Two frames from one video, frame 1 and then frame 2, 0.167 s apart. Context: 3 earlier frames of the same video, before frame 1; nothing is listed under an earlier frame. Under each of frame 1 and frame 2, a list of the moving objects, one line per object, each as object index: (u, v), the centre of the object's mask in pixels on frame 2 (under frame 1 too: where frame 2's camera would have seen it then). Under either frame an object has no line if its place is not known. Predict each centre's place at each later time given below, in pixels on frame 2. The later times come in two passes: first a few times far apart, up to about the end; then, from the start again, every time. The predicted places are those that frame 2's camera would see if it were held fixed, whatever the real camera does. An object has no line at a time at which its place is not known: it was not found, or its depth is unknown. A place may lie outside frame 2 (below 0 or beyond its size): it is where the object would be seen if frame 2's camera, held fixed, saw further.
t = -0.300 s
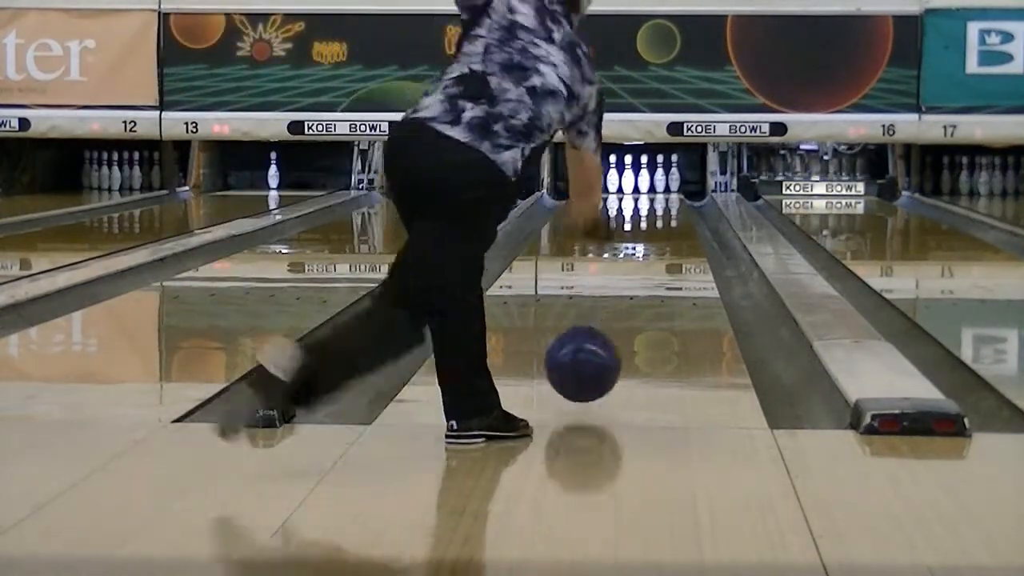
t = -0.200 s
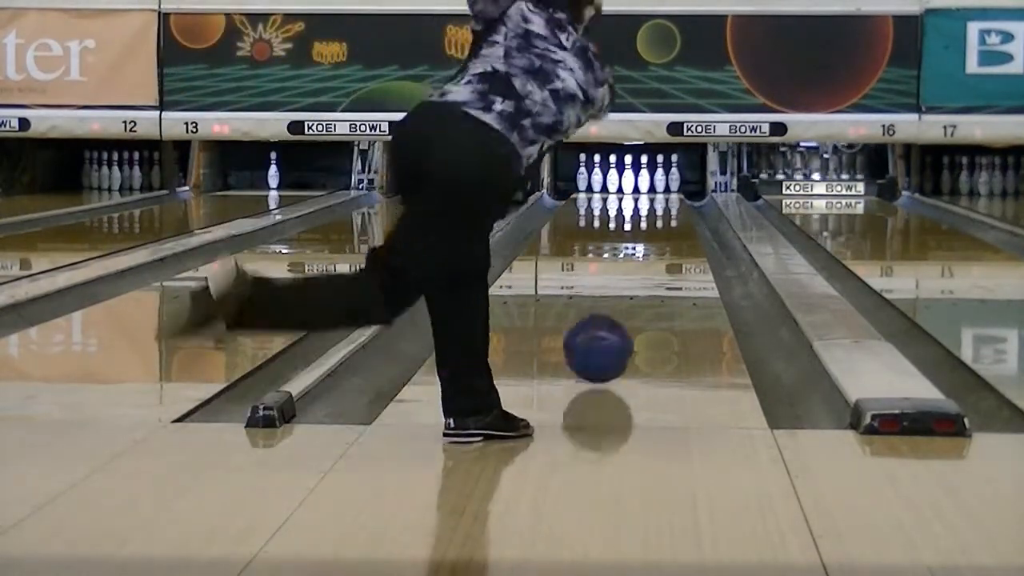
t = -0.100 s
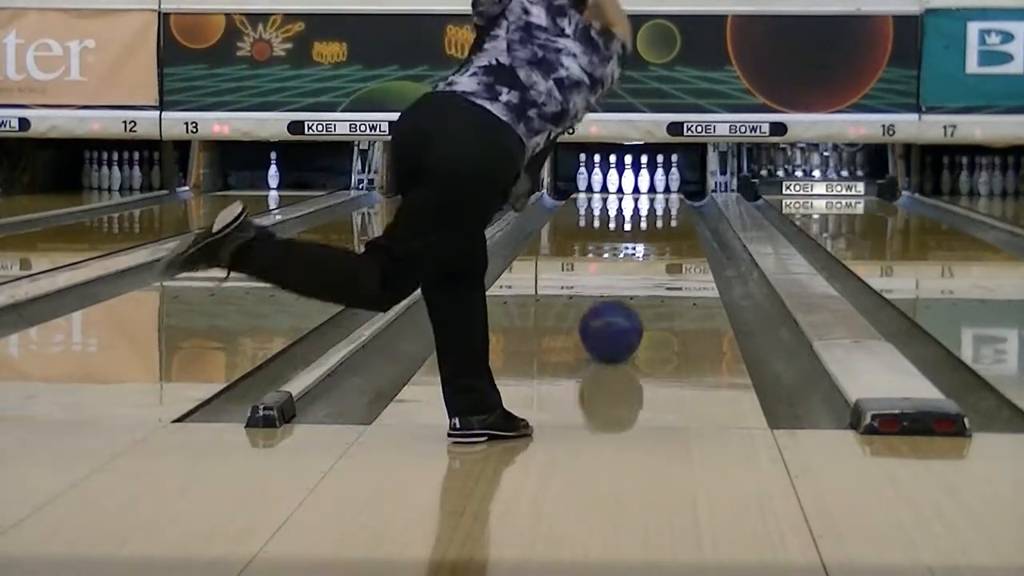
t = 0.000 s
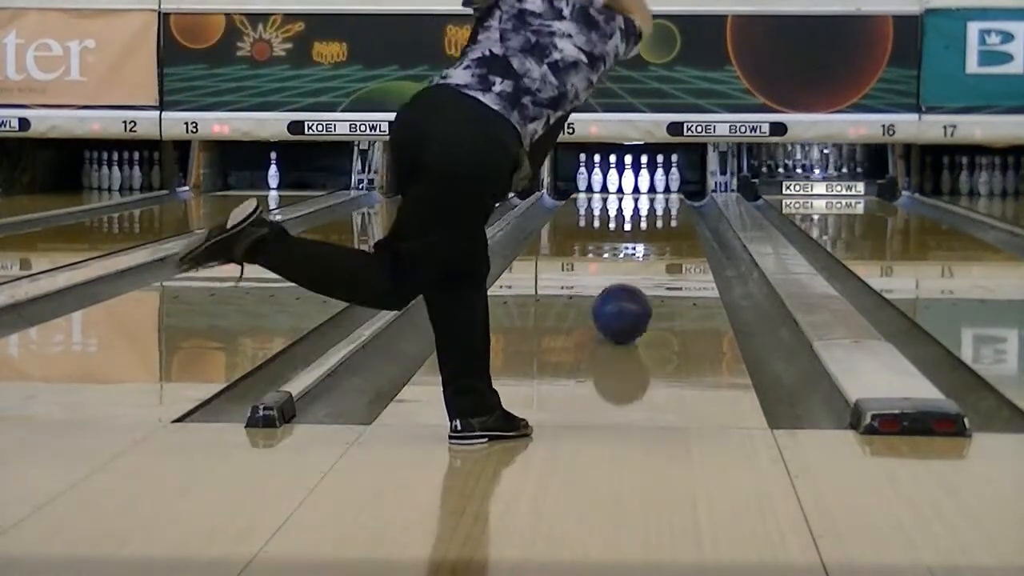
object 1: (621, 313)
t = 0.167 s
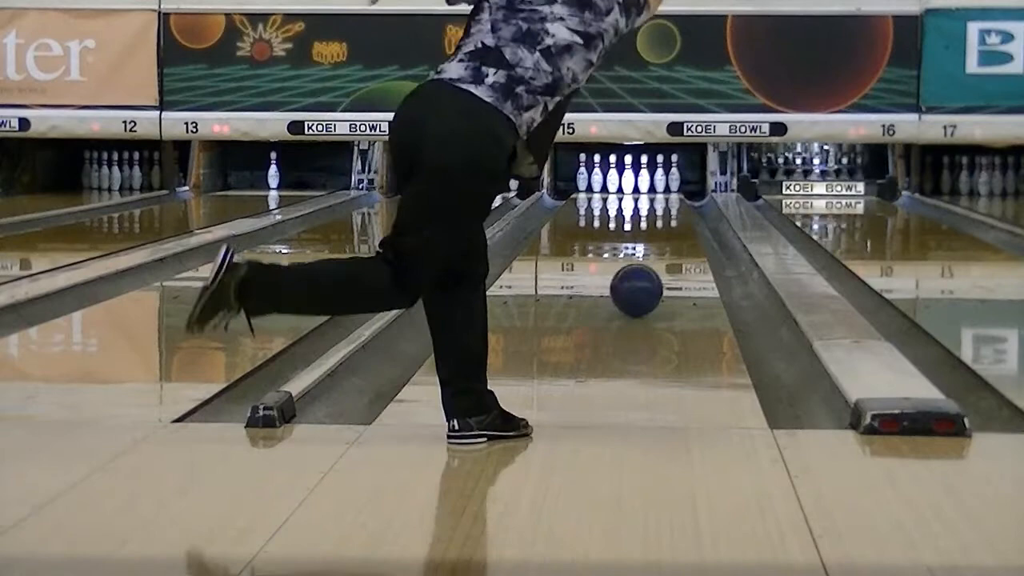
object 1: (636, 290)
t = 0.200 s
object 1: (638, 286)
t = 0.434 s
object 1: (653, 264)
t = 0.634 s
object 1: (662, 250)
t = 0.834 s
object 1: (670, 234)
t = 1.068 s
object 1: (675, 223)
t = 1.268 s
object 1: (678, 214)
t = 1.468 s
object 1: (678, 207)
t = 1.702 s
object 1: (676, 200)
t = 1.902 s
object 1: (669, 194)
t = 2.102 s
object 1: (660, 190)
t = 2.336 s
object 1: (649, 186)
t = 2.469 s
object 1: (644, 185)
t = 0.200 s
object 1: (638, 286)
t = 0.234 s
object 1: (641, 282)
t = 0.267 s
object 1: (643, 279)
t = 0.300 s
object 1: (645, 275)
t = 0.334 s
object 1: (647, 272)
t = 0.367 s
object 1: (649, 269)
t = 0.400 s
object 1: (651, 267)
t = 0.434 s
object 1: (653, 264)
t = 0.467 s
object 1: (654, 261)
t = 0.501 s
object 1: (656, 258)
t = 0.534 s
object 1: (658, 256)
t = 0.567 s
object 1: (660, 253)
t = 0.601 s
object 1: (661, 252)
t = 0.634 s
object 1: (662, 250)
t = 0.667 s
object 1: (664, 245)
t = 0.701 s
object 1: (665, 243)
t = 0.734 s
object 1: (666, 241)
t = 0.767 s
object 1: (667, 239)
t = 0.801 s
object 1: (669, 237)
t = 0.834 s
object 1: (670, 234)
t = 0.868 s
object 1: (671, 233)
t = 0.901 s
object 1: (671, 232)
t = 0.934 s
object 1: (672, 229)
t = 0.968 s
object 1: (673, 228)
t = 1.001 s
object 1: (674, 227)
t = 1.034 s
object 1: (674, 225)
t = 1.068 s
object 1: (675, 223)
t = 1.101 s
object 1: (676, 222)
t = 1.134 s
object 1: (677, 220)
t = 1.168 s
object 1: (677, 219)
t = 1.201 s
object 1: (678, 217)
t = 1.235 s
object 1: (678, 215)
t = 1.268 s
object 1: (678, 214)
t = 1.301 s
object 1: (678, 213)
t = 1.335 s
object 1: (678, 212)
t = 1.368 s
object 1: (678, 210)
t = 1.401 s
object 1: (678, 209)
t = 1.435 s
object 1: (678, 208)
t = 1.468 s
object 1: (678, 207)
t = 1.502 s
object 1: (678, 206)
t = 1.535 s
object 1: (678, 204)
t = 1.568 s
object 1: (678, 203)
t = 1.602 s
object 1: (677, 203)
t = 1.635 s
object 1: (677, 202)
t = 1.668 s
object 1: (676, 201)
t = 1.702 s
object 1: (676, 200)
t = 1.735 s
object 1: (675, 199)
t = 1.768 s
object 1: (674, 198)
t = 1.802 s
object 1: (673, 197)
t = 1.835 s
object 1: (671, 196)
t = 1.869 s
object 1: (670, 195)
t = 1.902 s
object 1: (669, 194)
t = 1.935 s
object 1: (668, 194)
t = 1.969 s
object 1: (666, 193)
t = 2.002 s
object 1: (665, 192)
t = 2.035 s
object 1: (663, 191)
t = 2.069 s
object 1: (662, 191)
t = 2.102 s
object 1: (660, 190)
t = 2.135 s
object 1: (658, 189)
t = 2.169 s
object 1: (657, 189)
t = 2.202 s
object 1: (656, 188)
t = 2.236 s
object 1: (654, 188)
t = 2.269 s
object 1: (653, 187)
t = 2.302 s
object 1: (651, 187)
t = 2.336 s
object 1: (649, 186)
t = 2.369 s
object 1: (648, 186)
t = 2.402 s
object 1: (646, 185)
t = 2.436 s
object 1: (645, 185)
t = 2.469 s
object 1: (644, 185)
